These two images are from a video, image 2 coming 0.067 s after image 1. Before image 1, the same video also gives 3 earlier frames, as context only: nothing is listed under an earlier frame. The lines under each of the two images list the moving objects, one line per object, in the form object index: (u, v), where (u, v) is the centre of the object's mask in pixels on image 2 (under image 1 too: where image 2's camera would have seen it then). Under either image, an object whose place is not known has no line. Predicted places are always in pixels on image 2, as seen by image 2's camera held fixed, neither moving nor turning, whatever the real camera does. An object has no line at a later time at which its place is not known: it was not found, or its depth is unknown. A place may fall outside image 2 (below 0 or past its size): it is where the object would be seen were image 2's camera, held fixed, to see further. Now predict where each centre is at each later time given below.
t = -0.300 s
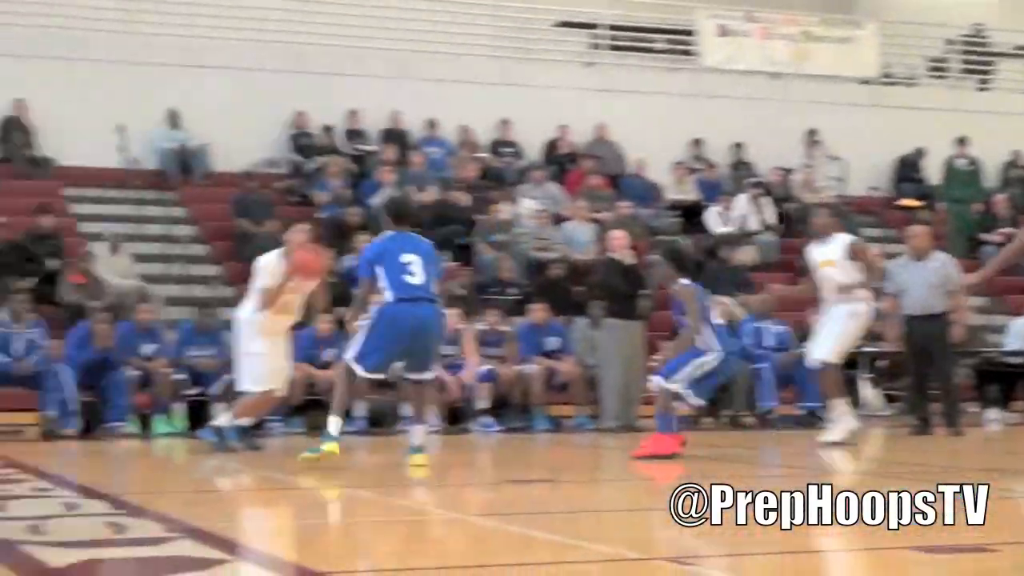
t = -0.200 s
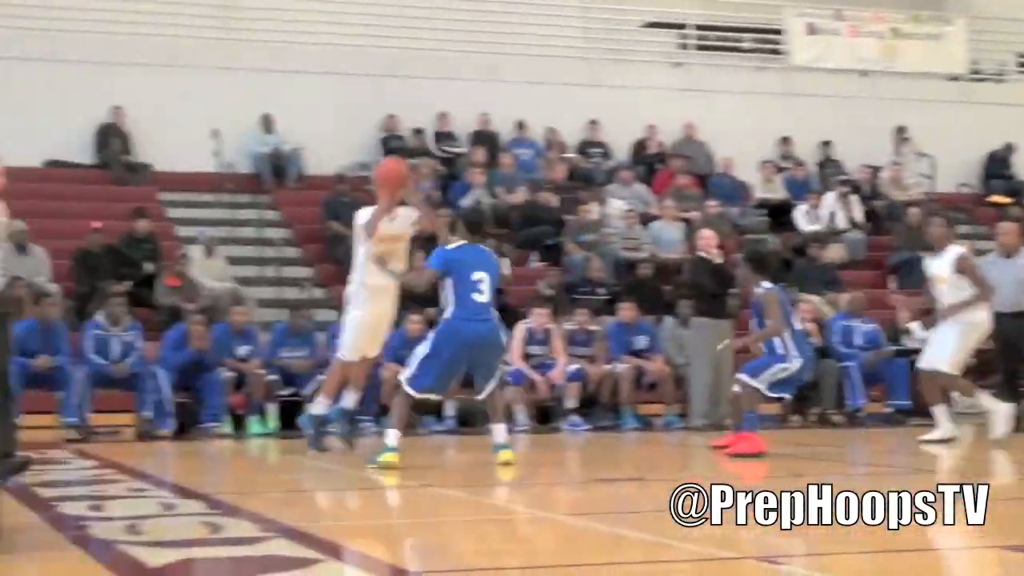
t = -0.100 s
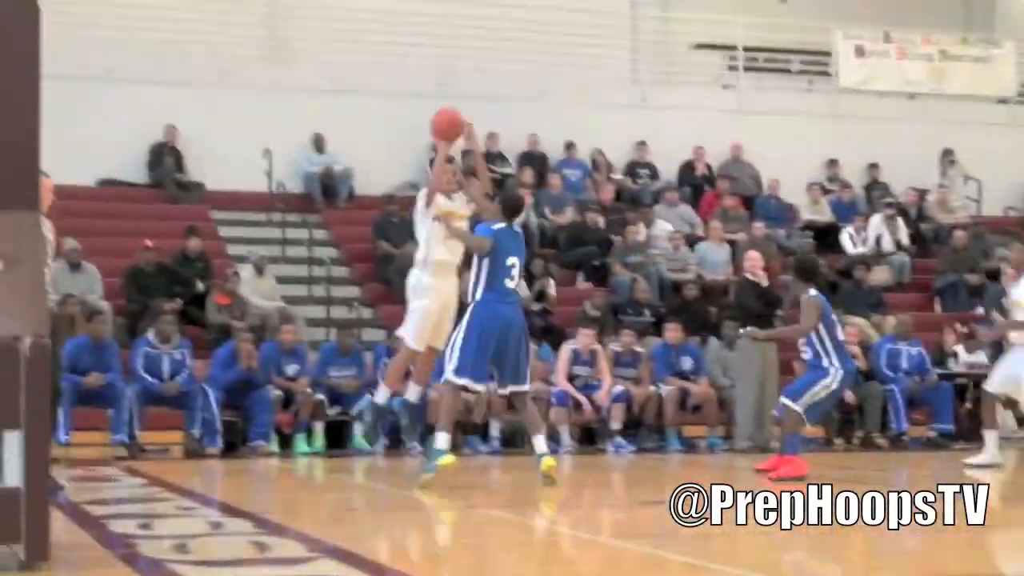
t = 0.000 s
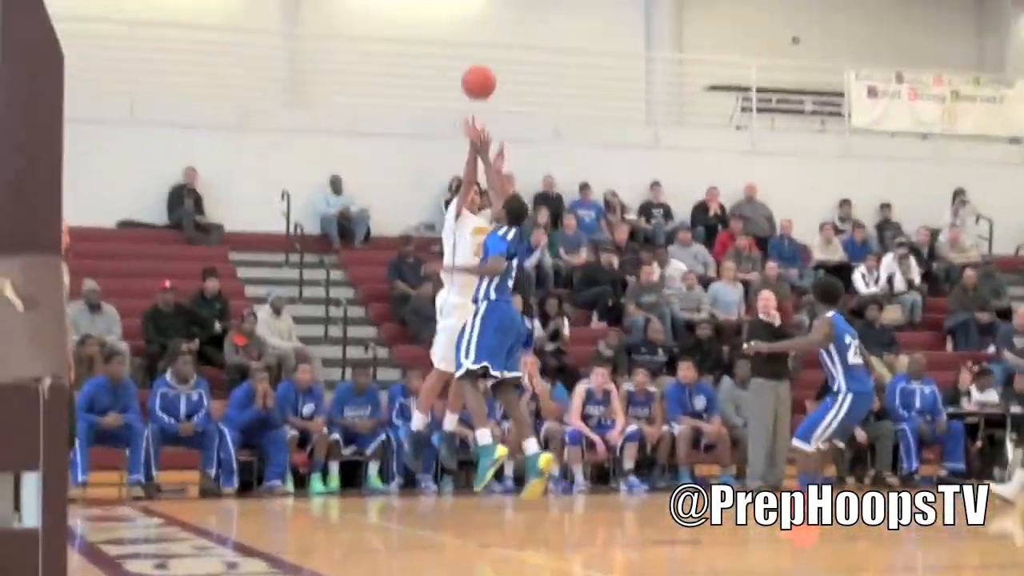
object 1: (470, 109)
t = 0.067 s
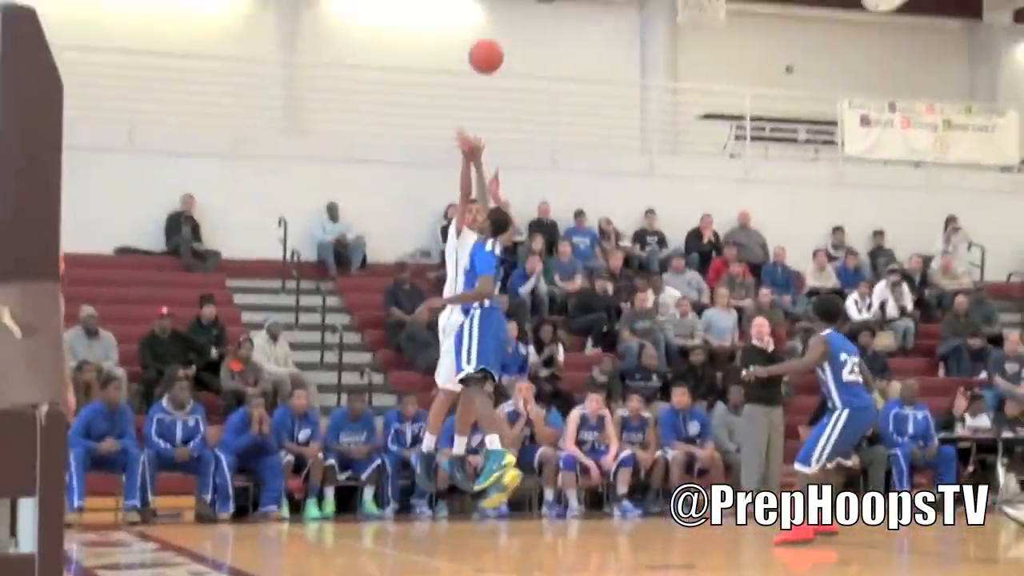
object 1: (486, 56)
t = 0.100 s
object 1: (493, 28)
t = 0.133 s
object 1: (497, 2)
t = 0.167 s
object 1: (503, -22)
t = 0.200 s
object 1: (512, -44)
